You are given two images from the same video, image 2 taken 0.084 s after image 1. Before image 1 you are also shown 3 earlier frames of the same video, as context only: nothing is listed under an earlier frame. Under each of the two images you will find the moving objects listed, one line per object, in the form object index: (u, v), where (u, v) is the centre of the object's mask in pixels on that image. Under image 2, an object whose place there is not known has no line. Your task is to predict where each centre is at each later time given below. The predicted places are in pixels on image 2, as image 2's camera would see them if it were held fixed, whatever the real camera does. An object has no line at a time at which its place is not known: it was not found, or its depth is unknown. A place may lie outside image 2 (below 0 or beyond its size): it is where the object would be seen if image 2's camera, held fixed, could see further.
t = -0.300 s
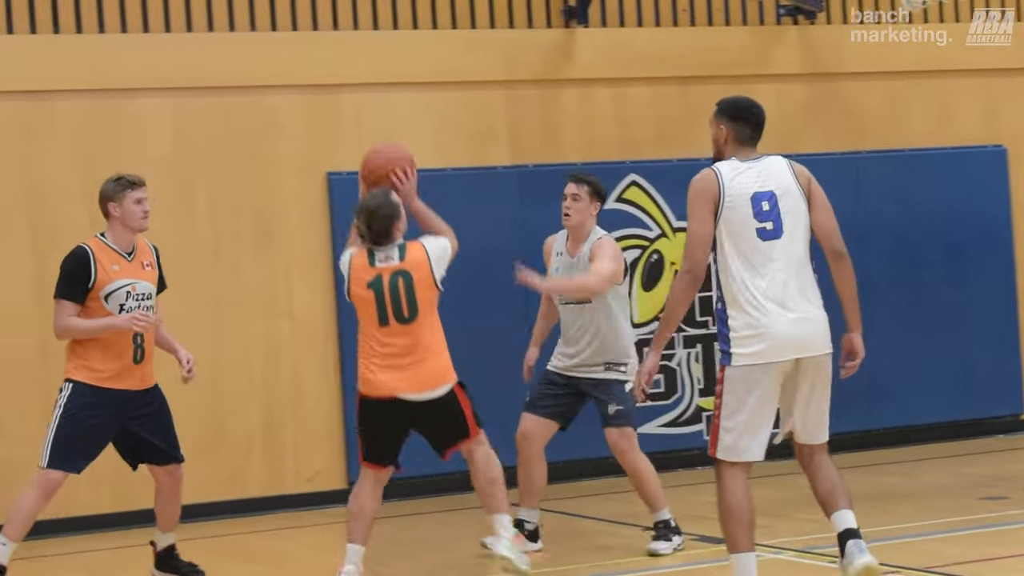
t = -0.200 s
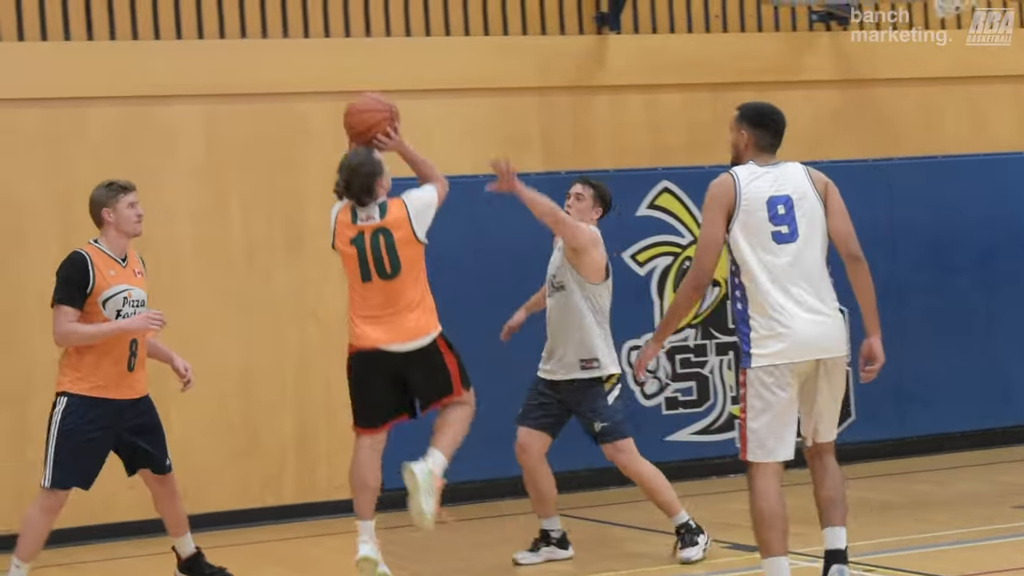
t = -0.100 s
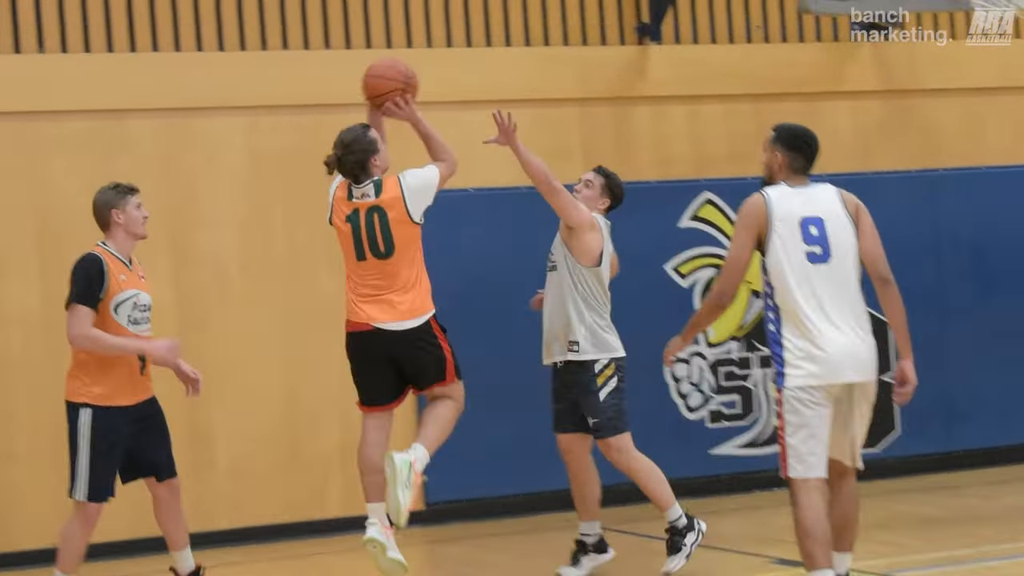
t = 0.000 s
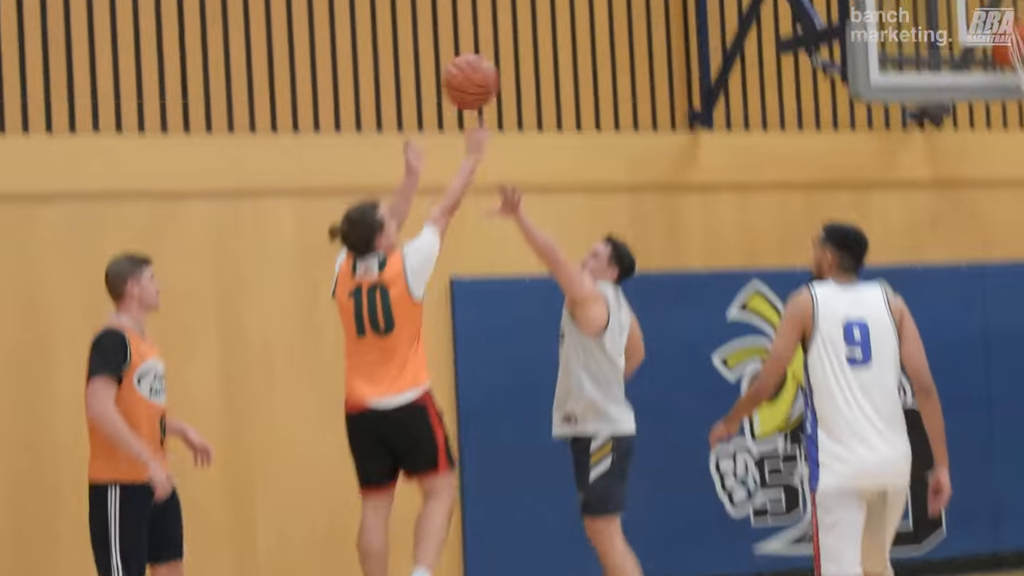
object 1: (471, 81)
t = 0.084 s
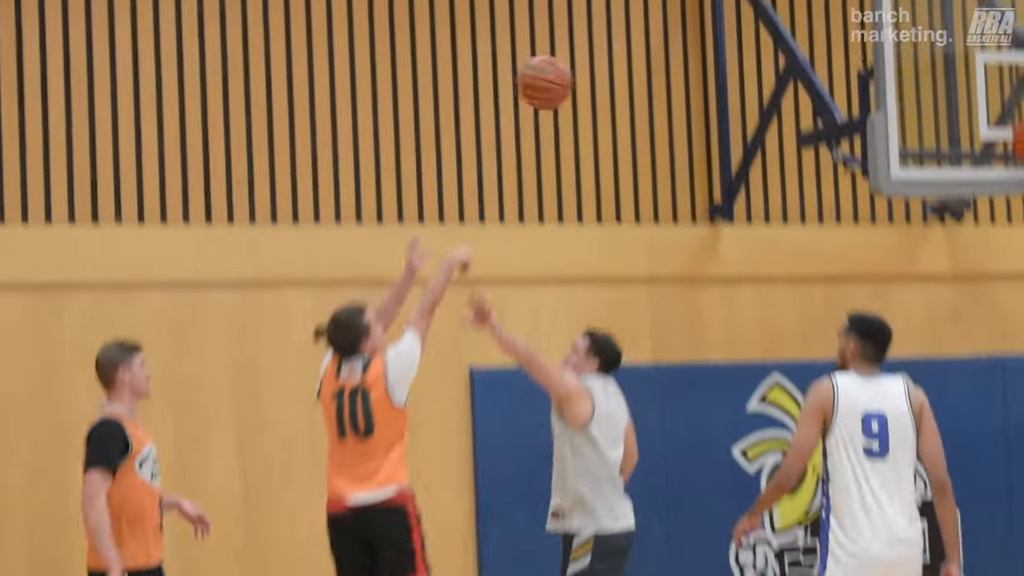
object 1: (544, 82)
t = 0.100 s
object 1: (556, 66)
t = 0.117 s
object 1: (566, 50)
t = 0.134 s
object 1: (576, 35)
